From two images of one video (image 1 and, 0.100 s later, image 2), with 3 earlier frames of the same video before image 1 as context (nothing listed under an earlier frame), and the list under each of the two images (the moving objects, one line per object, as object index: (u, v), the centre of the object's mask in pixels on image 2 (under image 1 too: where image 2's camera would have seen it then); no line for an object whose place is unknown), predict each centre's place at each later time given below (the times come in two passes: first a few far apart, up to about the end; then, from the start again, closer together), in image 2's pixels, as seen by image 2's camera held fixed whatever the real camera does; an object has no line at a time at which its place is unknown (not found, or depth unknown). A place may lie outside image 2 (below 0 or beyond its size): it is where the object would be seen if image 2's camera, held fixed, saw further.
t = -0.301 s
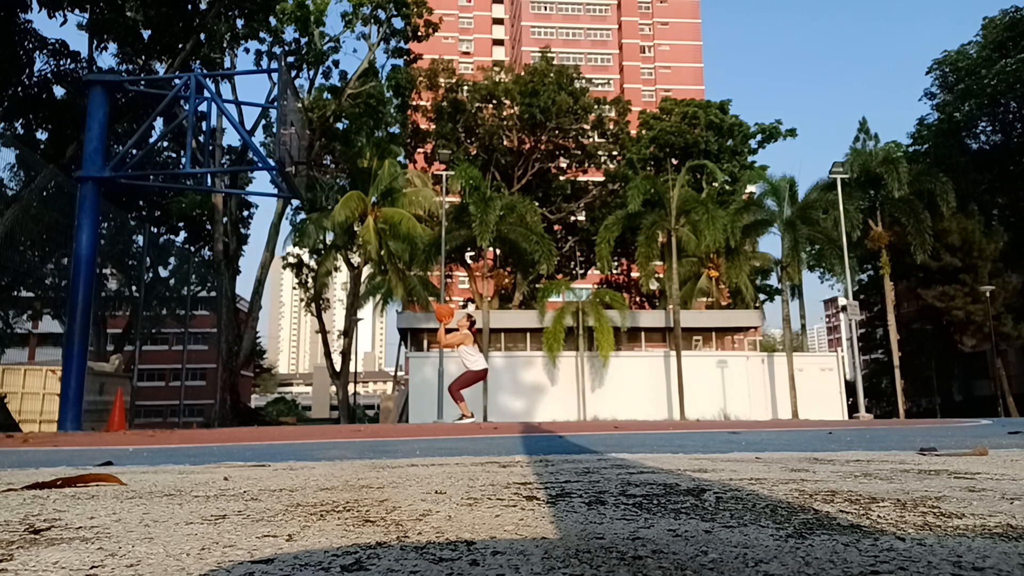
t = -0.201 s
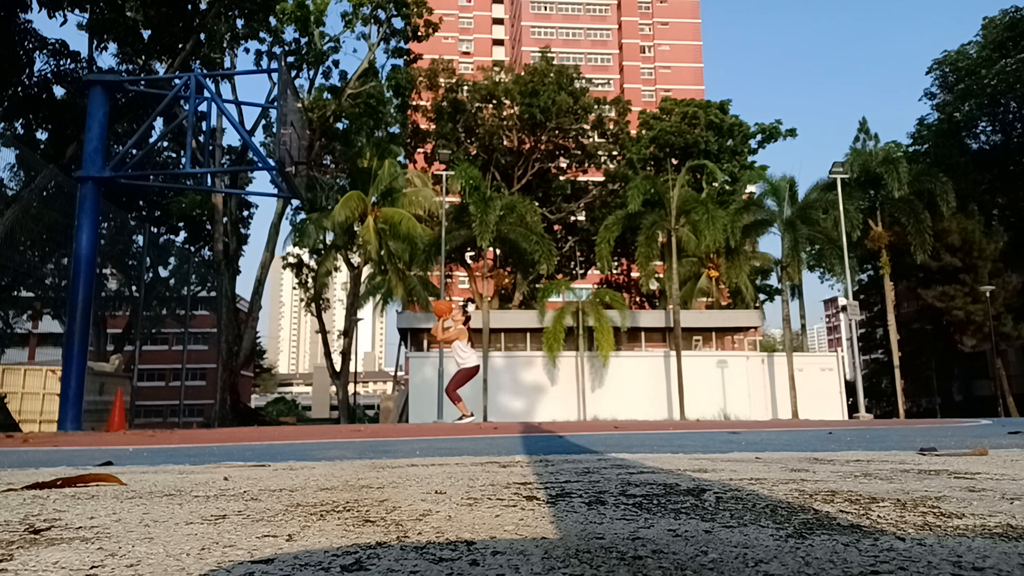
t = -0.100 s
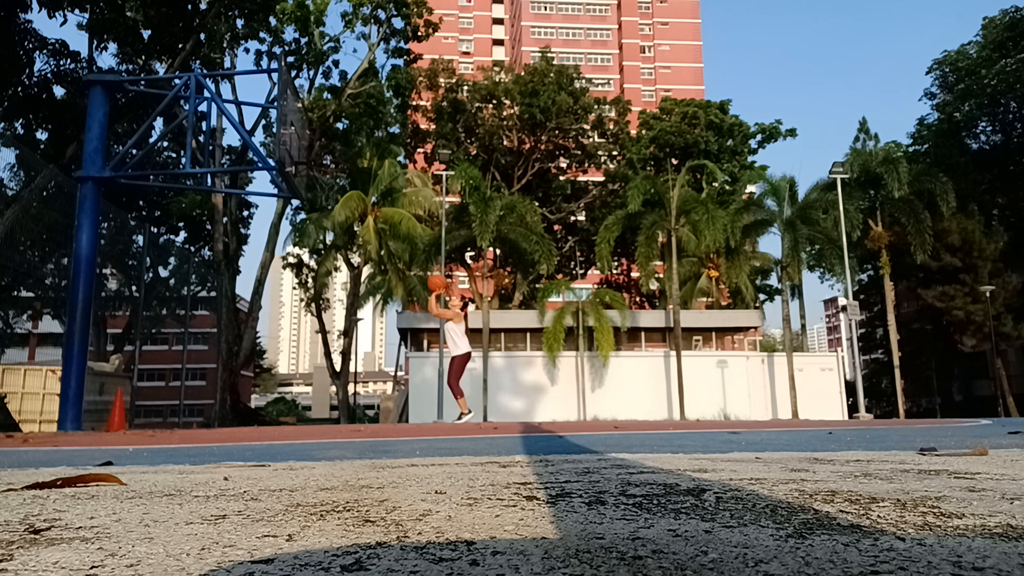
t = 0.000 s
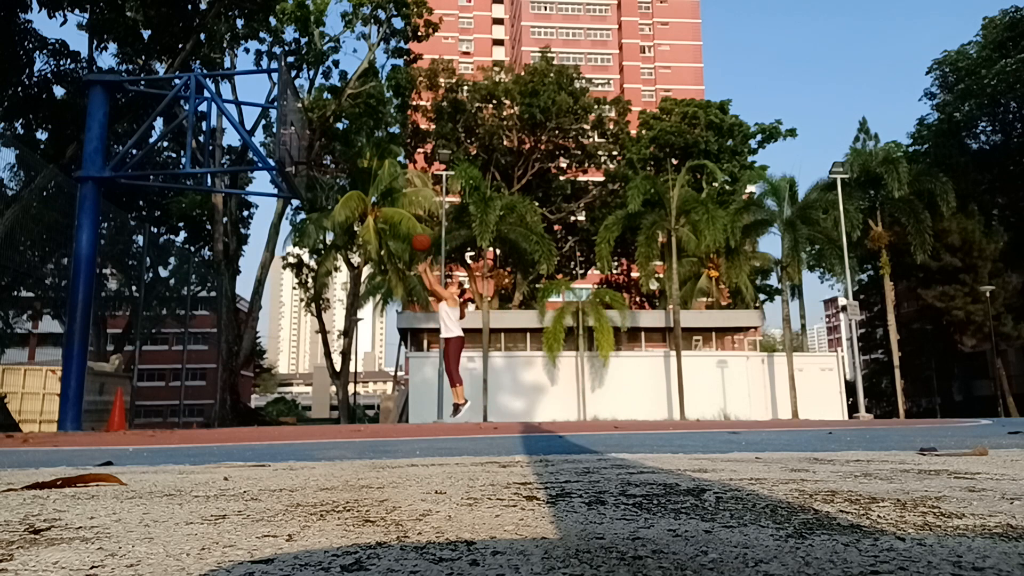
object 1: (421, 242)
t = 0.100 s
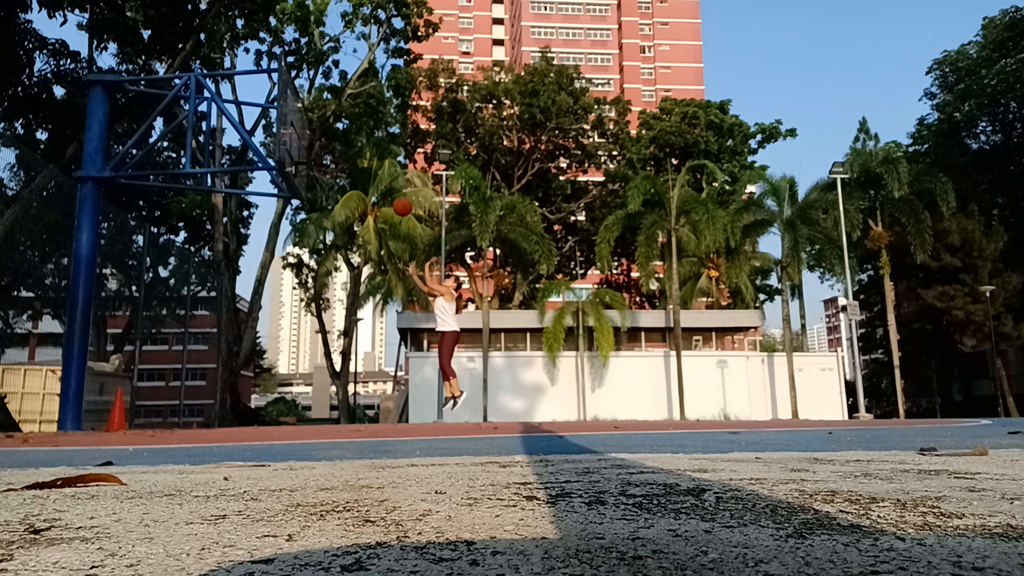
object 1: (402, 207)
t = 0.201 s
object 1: (384, 178)
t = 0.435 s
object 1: (340, 141)
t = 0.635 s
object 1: (309, 142)
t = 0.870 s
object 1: (334, 174)
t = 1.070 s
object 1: (321, 199)
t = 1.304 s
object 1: (307, 253)
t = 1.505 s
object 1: (294, 336)
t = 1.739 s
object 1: (280, 373)
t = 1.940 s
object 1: (274, 301)
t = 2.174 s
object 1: (264, 261)
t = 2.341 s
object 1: (256, 261)
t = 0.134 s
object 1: (396, 197)
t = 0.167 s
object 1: (390, 187)
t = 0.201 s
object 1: (384, 178)
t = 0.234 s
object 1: (378, 171)
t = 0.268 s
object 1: (372, 163)
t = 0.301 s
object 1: (365, 157)
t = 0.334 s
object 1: (359, 152)
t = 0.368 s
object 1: (353, 147)
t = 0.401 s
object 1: (346, 143)
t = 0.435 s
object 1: (340, 141)
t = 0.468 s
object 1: (333, 139)
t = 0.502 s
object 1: (326, 138)
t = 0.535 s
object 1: (320, 138)
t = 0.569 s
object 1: (313, 139)
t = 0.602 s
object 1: (306, 140)
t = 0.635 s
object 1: (309, 142)
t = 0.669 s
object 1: (315, 144)
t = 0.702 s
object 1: (319, 148)
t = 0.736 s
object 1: (325, 153)
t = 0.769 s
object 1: (330, 158)
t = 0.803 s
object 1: (334, 165)
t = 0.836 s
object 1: (336, 170)
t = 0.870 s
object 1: (334, 174)
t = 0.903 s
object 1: (332, 178)
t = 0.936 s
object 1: (329, 182)
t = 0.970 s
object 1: (326, 188)
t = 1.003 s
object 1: (324, 192)
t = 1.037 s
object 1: (322, 196)
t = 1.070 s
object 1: (321, 199)
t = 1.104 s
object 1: (319, 204)
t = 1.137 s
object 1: (317, 210)
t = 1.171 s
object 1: (315, 216)
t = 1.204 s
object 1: (313, 224)
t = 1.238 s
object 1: (311, 232)
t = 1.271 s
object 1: (309, 242)
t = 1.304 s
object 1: (307, 253)
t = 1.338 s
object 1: (304, 264)
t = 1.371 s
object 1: (303, 276)
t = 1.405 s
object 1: (301, 289)
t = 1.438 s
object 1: (298, 304)
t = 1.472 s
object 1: (296, 319)
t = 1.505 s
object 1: (294, 336)
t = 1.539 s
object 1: (291, 354)
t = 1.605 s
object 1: (286, 393)
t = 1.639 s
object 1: (284, 414)
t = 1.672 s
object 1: (282, 405)
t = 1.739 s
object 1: (280, 373)
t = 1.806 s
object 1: (278, 345)
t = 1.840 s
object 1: (277, 332)
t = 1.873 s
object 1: (276, 321)
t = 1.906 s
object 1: (275, 311)
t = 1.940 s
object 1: (274, 301)
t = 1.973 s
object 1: (272, 293)
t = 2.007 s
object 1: (271, 285)
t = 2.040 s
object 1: (269, 278)
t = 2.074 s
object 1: (268, 272)
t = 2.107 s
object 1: (267, 268)
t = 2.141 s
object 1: (266, 264)
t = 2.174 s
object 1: (264, 261)
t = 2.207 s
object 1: (263, 259)
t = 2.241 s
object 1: (262, 258)
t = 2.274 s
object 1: (261, 258)
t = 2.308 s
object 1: (258, 259)
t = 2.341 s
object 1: (256, 261)
